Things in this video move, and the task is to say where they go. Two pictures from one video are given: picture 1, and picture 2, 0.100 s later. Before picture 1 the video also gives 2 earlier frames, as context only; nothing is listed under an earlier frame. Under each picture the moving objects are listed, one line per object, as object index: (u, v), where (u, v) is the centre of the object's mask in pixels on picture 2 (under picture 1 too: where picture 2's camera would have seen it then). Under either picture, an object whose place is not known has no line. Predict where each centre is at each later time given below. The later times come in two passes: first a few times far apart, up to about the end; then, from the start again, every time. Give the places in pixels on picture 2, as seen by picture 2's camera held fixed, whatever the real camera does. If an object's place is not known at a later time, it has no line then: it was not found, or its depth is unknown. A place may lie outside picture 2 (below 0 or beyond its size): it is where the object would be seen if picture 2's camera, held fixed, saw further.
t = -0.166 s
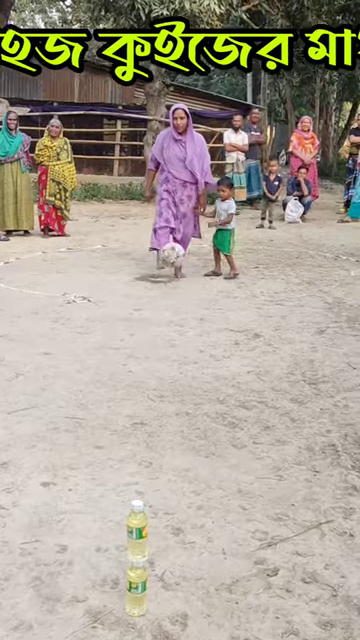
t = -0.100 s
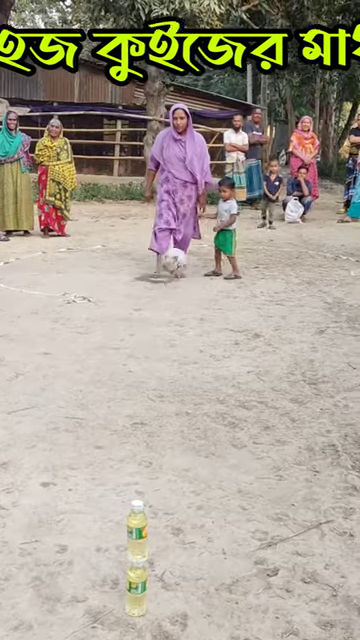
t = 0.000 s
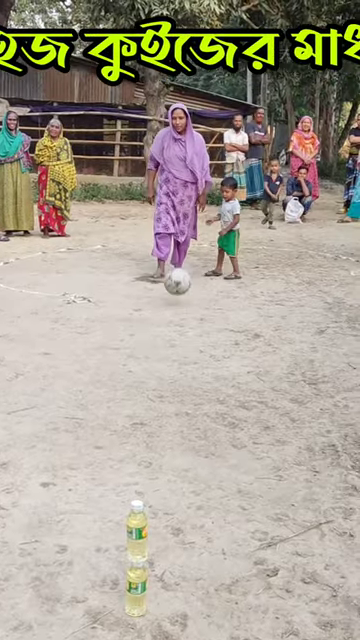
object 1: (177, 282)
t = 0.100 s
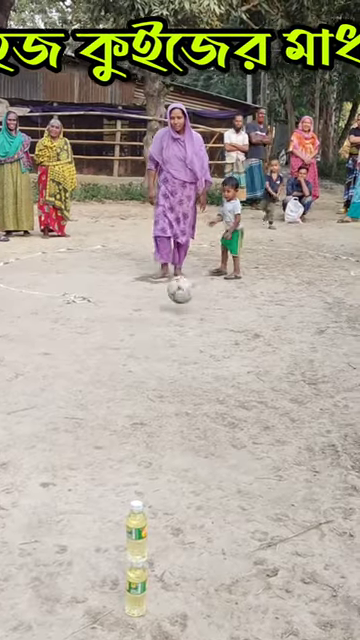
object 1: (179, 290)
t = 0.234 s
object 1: (186, 281)
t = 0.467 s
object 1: (197, 313)
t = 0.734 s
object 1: (200, 308)
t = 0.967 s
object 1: (205, 323)
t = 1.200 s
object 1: (209, 361)
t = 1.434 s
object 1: (218, 361)
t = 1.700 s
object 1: (234, 387)
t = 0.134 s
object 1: (182, 286)
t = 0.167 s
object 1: (184, 282)
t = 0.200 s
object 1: (185, 281)
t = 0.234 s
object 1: (186, 281)
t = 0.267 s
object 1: (188, 282)
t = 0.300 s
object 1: (190, 285)
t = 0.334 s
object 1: (191, 290)
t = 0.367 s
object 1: (192, 296)
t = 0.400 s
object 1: (194, 305)
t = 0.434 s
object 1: (197, 313)
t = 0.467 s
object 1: (197, 313)
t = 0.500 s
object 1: (197, 307)
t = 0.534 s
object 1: (198, 302)
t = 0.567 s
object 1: (198, 300)
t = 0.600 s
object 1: (199, 298)
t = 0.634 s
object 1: (199, 297)
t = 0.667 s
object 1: (199, 300)
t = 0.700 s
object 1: (199, 303)
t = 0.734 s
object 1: (200, 308)
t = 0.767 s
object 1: (200, 317)
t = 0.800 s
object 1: (201, 325)
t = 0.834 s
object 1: (201, 336)
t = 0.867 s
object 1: (202, 334)
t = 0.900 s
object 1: (203, 329)
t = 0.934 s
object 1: (204, 325)
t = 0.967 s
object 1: (205, 323)
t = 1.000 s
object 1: (206, 322)
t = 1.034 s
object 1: (206, 324)
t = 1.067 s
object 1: (206, 327)
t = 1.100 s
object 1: (207, 333)
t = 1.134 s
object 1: (207, 336)
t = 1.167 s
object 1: (208, 349)
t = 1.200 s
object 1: (209, 361)
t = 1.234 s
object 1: (211, 359)
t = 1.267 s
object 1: (212, 355)
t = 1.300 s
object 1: (213, 352)
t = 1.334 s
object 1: (215, 351)
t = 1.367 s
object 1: (216, 353)
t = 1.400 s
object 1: (218, 356)
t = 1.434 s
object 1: (218, 361)
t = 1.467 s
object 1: (220, 369)
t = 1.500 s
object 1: (221, 380)
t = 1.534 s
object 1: (221, 391)
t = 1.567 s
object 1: (224, 388)
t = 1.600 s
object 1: (227, 382)
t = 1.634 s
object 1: (229, 381)
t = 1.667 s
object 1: (232, 382)
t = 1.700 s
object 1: (234, 387)
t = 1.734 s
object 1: (236, 389)
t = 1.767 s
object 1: (238, 400)
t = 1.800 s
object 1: (240, 413)
